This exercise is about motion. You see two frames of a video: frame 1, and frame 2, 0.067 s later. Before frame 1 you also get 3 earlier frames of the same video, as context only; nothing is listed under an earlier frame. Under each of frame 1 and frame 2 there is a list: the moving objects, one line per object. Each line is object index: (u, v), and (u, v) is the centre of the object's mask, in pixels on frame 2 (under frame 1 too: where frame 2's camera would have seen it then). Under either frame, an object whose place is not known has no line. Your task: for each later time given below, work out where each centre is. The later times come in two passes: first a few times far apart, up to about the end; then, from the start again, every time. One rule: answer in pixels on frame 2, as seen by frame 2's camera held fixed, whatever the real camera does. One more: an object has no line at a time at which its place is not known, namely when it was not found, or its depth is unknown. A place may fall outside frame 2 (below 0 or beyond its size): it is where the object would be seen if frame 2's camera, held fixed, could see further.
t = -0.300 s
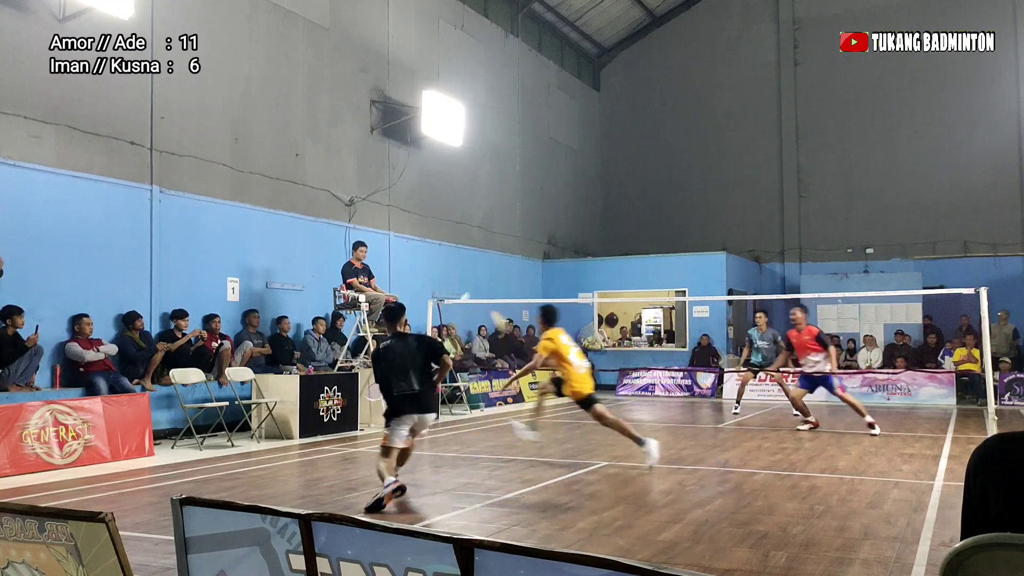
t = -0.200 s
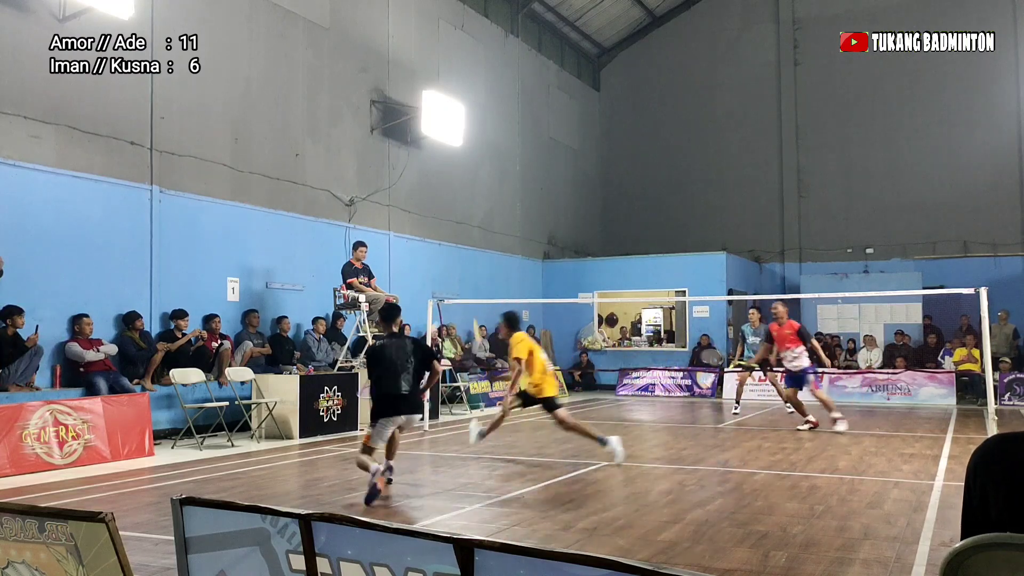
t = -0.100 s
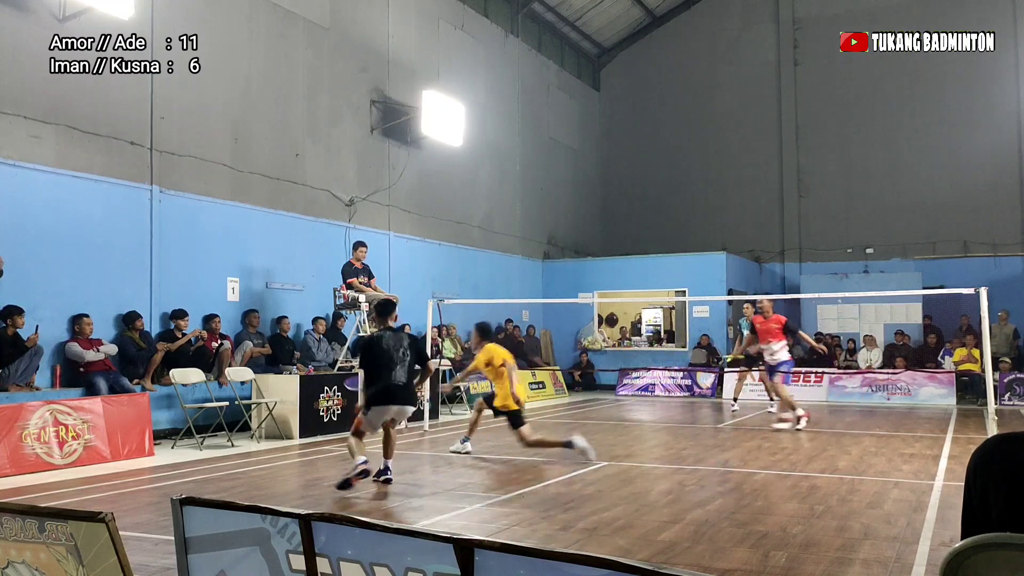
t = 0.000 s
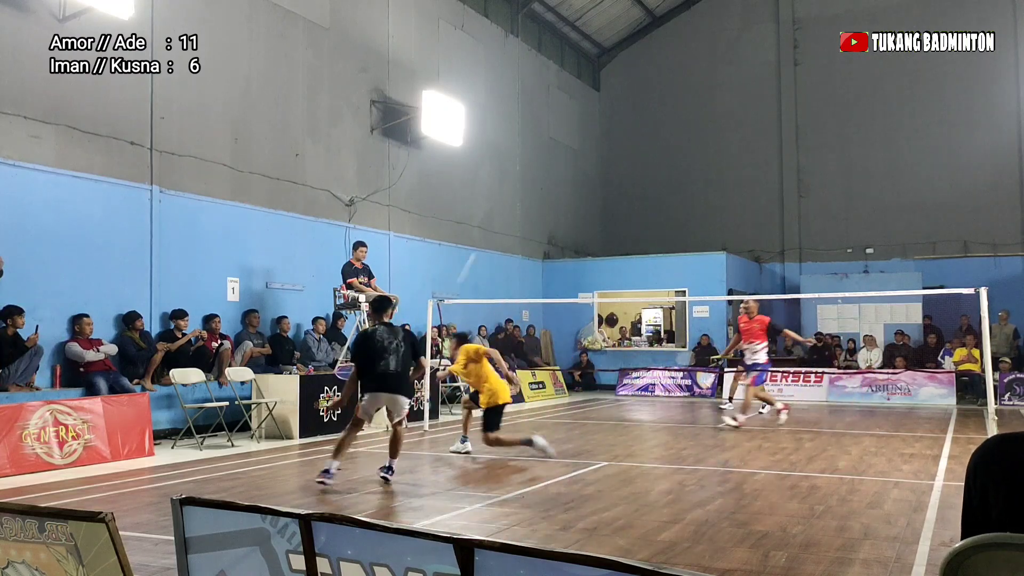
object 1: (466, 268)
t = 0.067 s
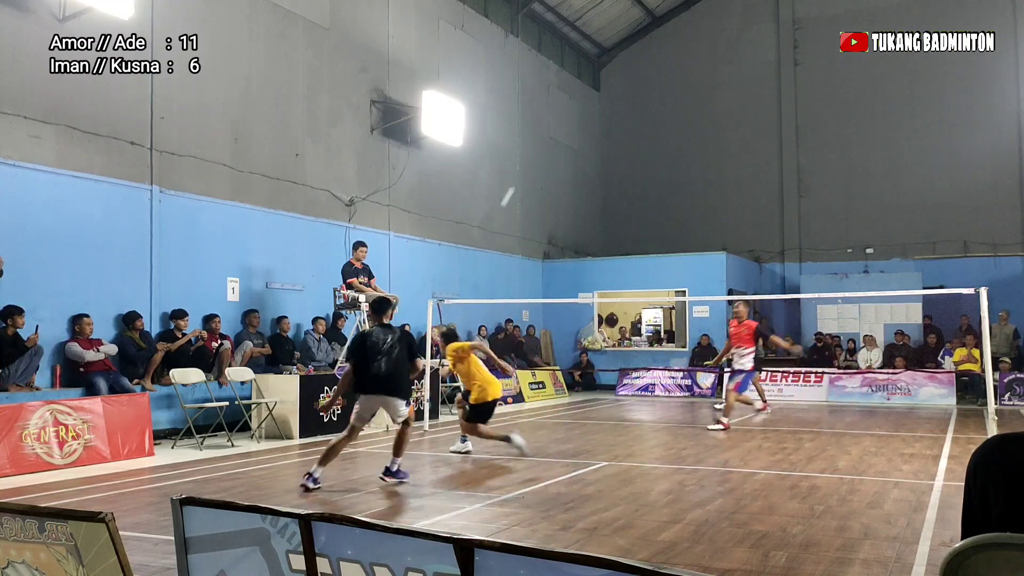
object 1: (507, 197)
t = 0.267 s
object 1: (568, 107)
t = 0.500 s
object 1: (602, 84)
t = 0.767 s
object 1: (627, 99)
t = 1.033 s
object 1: (643, 146)
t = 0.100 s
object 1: (522, 173)
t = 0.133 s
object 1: (535, 155)
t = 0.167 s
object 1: (545, 139)
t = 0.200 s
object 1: (553, 126)
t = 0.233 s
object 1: (561, 116)
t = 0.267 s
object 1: (568, 107)
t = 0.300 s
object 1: (574, 101)
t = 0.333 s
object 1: (580, 96)
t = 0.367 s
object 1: (586, 92)
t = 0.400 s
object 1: (591, 89)
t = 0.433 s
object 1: (595, 86)
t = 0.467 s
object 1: (598, 85)
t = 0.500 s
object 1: (602, 84)
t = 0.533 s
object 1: (606, 83)
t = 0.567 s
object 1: (610, 84)
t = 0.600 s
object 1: (613, 85)
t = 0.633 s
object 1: (616, 87)
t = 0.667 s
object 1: (619, 89)
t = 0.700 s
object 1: (622, 92)
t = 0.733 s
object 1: (625, 96)
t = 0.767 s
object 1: (627, 99)
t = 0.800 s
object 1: (630, 104)
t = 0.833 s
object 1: (632, 109)
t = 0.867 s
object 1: (634, 114)
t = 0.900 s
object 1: (636, 120)
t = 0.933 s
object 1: (638, 126)
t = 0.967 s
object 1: (640, 133)
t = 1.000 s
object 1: (641, 139)
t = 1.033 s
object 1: (643, 146)
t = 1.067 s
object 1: (645, 154)
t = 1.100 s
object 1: (646, 161)
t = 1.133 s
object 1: (648, 169)
